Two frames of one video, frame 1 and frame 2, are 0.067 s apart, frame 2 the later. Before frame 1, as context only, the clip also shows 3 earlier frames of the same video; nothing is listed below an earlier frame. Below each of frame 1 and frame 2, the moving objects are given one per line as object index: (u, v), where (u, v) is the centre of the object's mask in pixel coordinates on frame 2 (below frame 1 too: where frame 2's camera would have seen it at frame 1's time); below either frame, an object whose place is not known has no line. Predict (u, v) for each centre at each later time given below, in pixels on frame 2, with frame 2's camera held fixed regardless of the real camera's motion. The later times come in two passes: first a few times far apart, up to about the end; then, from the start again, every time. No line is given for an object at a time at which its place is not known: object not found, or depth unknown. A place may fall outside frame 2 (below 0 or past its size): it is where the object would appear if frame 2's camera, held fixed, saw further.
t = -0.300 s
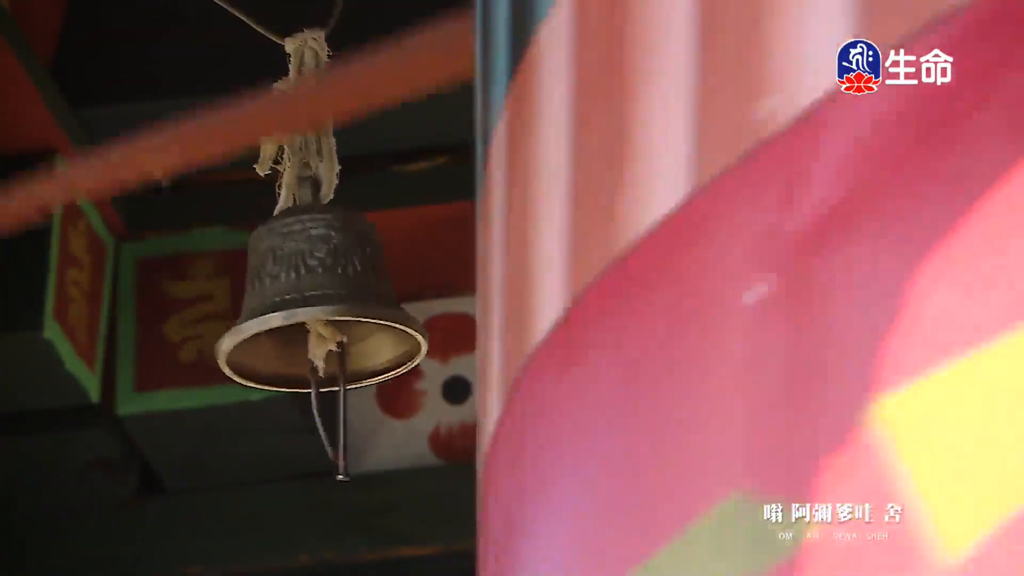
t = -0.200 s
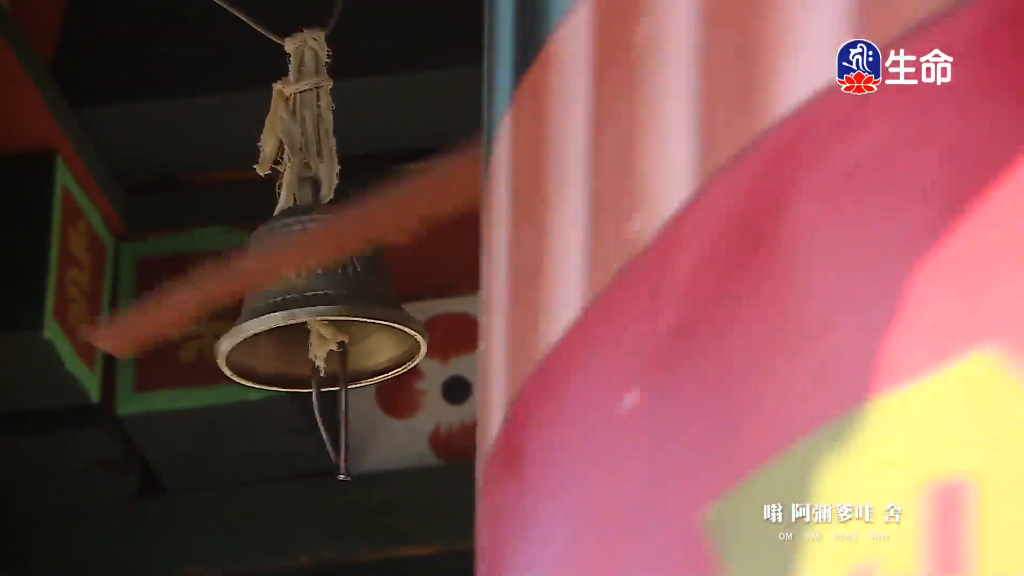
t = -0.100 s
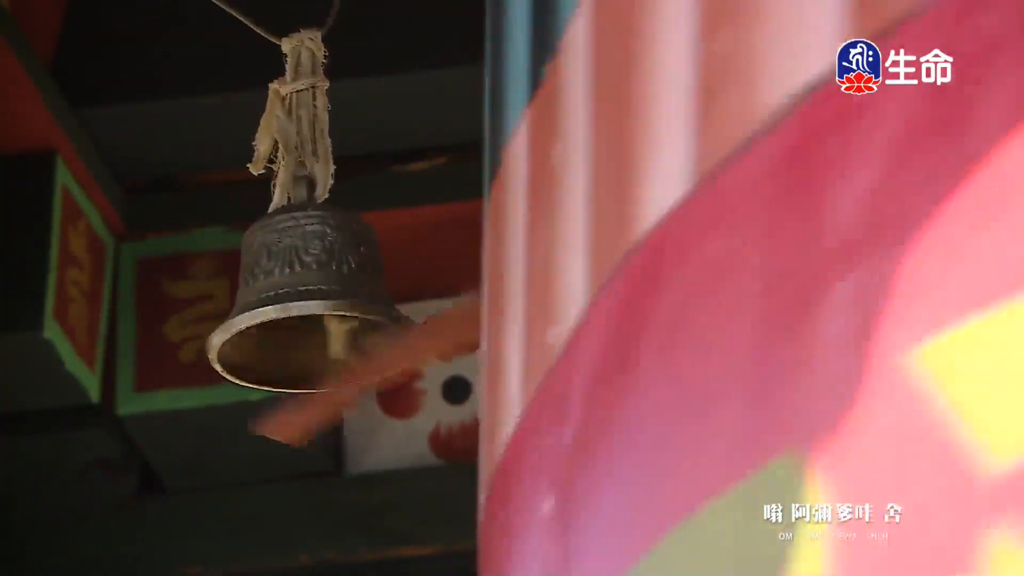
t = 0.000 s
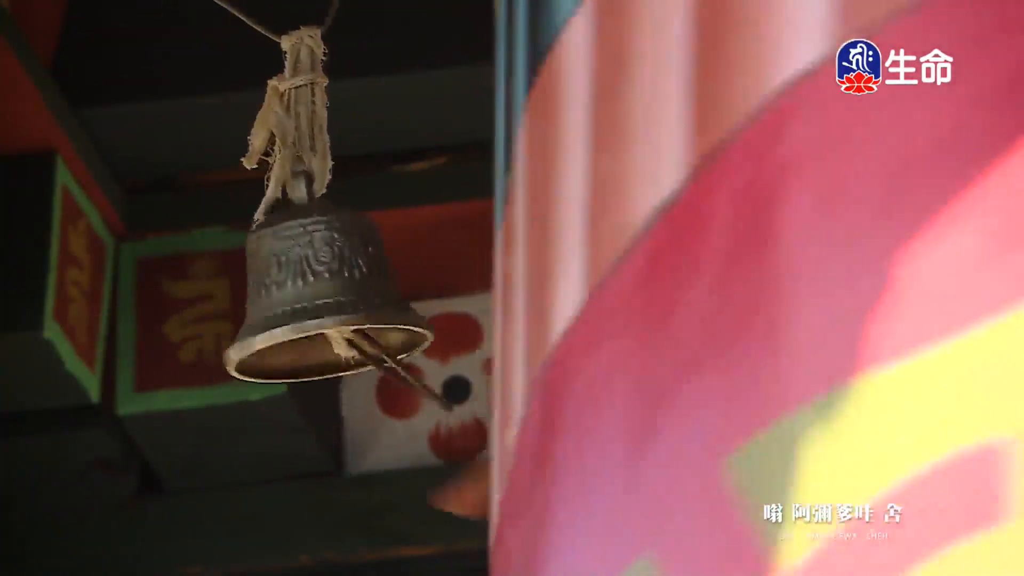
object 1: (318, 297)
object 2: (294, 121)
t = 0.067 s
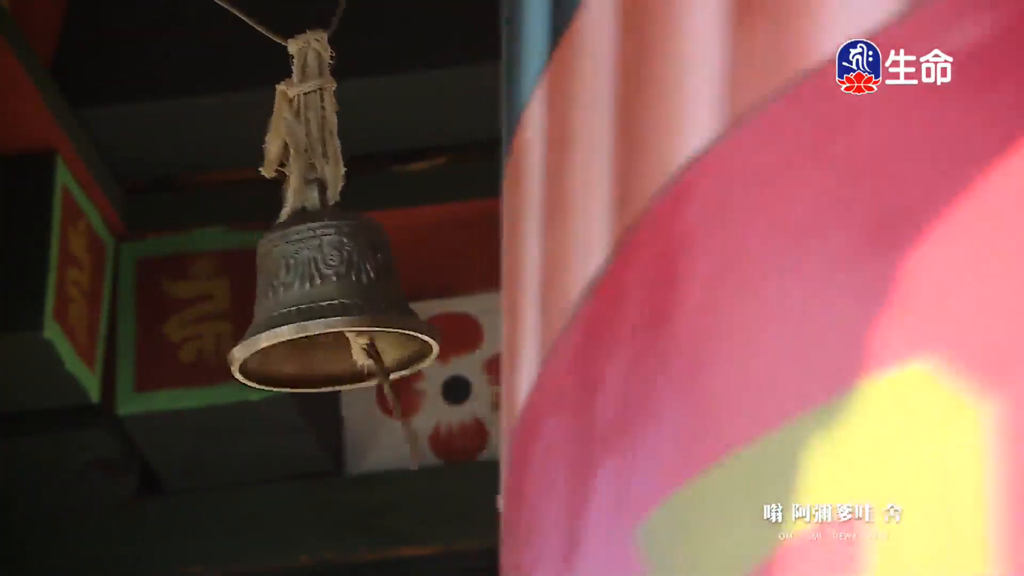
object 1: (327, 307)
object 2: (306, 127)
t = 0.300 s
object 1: (311, 302)
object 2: (299, 119)
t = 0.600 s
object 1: (275, 287)
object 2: (287, 112)
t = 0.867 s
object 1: (333, 309)
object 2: (307, 125)
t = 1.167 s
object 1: (289, 291)
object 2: (292, 114)
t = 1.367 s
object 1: (284, 293)
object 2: (289, 112)
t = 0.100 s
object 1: (330, 310)
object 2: (310, 127)
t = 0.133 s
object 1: (331, 310)
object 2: (309, 126)
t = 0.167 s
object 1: (331, 310)
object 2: (305, 124)
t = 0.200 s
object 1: (327, 308)
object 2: (304, 123)
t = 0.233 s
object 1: (322, 306)
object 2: (304, 122)
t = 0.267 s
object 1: (317, 305)
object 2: (303, 120)
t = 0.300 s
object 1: (311, 302)
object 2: (299, 119)
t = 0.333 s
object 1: (302, 298)
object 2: (295, 117)
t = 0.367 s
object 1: (294, 293)
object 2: (292, 114)
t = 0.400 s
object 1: (291, 287)
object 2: (290, 112)
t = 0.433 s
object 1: (277, 276)
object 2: (288, 111)
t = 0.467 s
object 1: (270, 274)
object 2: (286, 110)
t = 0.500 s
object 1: (268, 277)
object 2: (285, 110)
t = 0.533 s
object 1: (267, 282)
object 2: (285, 109)
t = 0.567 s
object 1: (270, 284)
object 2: (286, 110)
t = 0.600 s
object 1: (275, 287)
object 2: (287, 112)
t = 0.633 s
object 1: (283, 291)
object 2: (290, 114)
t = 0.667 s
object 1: (293, 294)
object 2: (293, 116)
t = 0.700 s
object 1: (302, 298)
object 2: (296, 119)
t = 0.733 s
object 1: (312, 301)
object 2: (299, 121)
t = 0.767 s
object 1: (320, 304)
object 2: (302, 123)
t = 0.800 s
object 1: (327, 305)
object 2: (304, 124)
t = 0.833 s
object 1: (331, 308)
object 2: (306, 125)
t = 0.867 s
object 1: (333, 309)
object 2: (307, 125)
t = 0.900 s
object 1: (333, 309)
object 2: (307, 125)
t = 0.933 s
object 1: (331, 309)
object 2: (307, 125)
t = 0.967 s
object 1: (328, 306)
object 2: (305, 124)
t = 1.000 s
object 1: (323, 305)
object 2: (304, 124)
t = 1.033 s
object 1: (316, 303)
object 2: (302, 122)
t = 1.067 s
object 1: (308, 301)
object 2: (300, 120)
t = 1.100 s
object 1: (301, 298)
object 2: (297, 119)
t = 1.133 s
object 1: (294, 294)
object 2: (294, 116)
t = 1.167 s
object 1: (289, 291)
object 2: (292, 114)
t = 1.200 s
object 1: (284, 288)
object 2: (291, 113)
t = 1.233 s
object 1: (281, 285)
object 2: (289, 111)
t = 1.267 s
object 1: (279, 282)
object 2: (289, 111)
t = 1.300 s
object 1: (280, 290)
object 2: (288, 111)
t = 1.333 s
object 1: (281, 291)
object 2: (289, 111)
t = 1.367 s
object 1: (284, 293)
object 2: (289, 112)
